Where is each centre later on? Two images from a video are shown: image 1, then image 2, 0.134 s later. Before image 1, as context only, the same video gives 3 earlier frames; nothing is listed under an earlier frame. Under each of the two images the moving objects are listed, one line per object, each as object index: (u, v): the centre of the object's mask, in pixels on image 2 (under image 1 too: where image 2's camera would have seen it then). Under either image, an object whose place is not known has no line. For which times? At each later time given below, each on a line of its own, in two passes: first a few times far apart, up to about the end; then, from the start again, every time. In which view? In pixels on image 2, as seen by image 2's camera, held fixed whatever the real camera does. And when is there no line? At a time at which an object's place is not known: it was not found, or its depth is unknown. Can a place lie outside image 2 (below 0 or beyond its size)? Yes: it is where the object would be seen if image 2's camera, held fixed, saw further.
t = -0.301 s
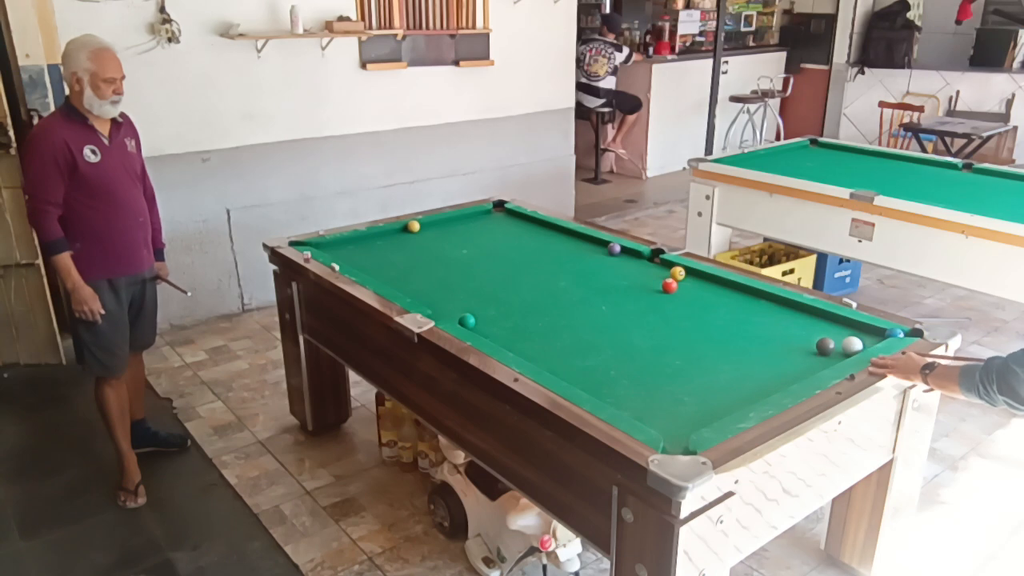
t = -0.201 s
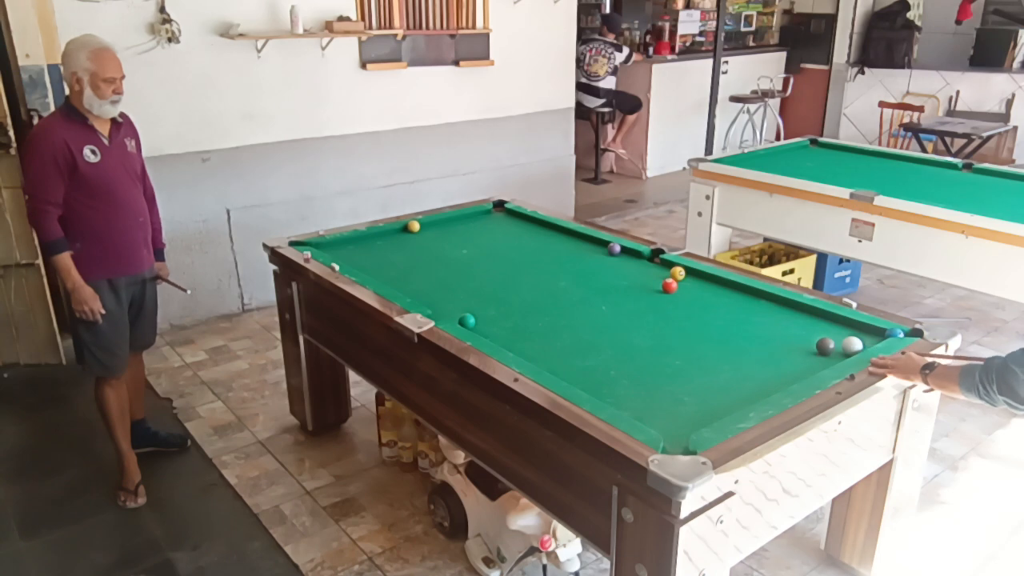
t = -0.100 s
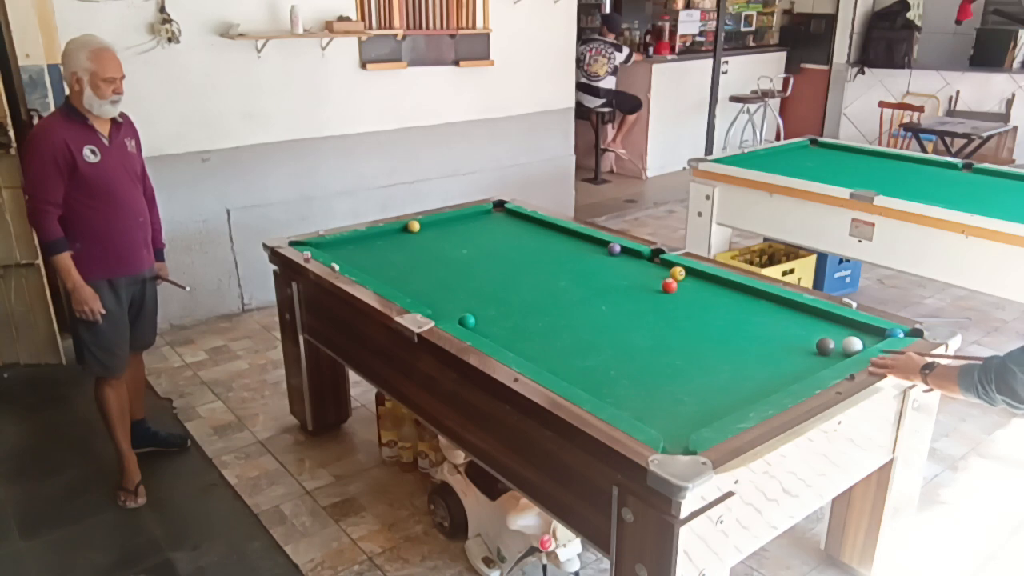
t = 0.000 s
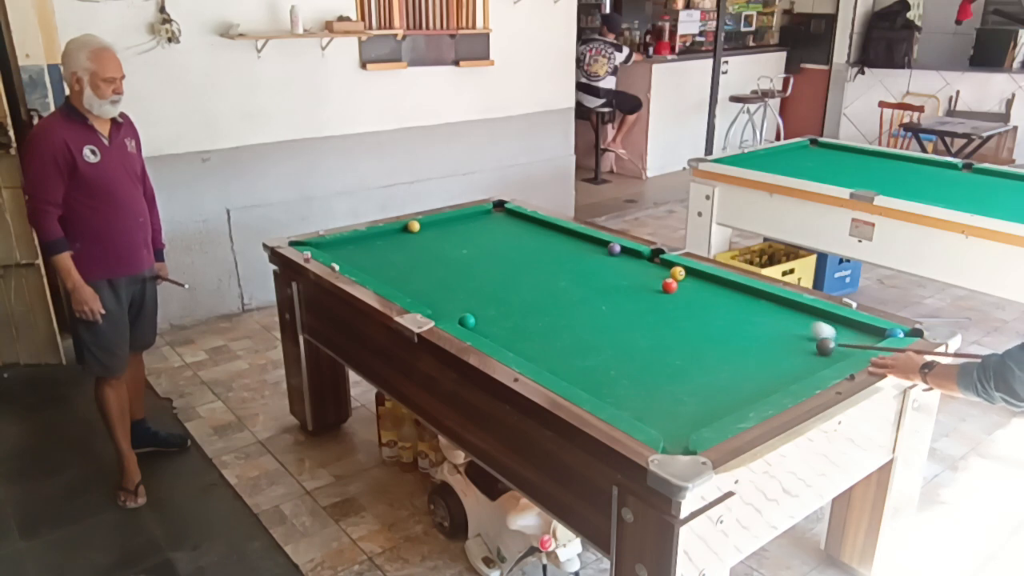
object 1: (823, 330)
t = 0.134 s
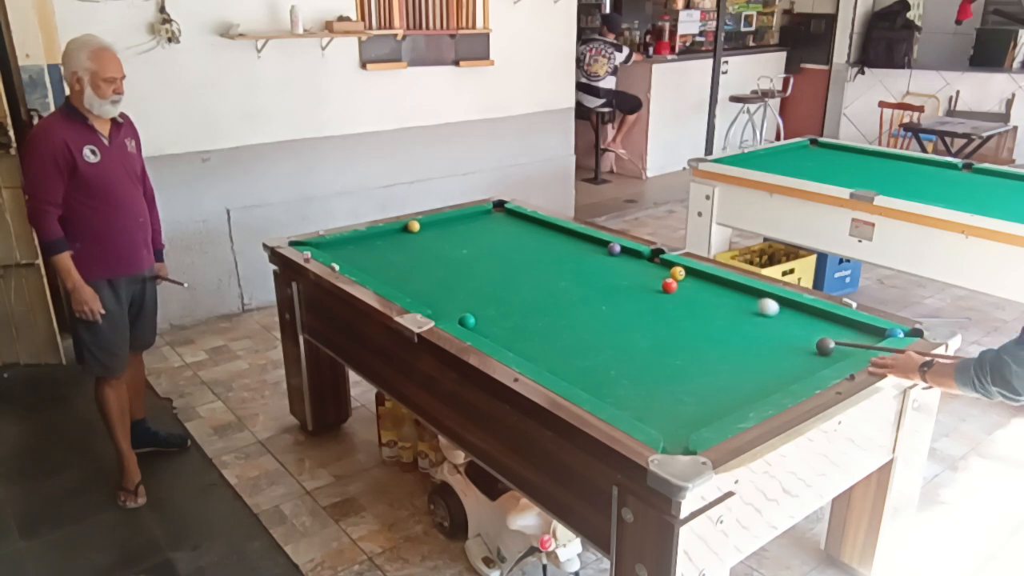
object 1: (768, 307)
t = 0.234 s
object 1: (736, 293)
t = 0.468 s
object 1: (675, 269)
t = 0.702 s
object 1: (622, 260)
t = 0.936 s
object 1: (574, 251)
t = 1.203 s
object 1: (524, 241)
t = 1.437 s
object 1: (485, 234)
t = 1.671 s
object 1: (449, 227)
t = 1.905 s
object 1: (427, 226)
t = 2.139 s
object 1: (429, 235)
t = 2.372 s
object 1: (431, 245)
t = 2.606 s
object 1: (432, 254)
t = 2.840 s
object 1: (433, 264)
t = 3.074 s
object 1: (434, 273)
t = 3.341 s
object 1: (435, 285)
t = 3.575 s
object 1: (435, 295)
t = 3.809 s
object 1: (436, 305)
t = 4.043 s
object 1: (445, 310)
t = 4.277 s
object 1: (460, 312)
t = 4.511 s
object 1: (476, 313)
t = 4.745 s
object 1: (486, 314)
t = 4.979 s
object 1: (497, 314)
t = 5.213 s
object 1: (505, 314)
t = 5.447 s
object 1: (512, 314)
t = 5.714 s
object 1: (518, 314)
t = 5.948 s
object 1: (522, 314)
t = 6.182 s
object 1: (523, 313)
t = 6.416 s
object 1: (523, 313)
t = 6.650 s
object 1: (523, 313)
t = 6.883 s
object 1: (523, 313)
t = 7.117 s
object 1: (523, 313)
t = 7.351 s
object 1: (523, 313)
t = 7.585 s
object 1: (523, 313)
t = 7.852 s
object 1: (523, 313)
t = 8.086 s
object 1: (523, 313)
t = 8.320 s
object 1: (523, 313)
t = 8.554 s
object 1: (523, 313)
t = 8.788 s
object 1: (523, 313)
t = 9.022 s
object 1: (523, 313)
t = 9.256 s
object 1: (523, 313)
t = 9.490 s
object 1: (523, 313)
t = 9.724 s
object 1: (523, 313)
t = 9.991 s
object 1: (523, 313)
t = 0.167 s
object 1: (757, 302)
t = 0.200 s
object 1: (747, 297)
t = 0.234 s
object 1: (736, 293)
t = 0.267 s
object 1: (726, 288)
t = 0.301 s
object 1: (717, 284)
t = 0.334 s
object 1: (707, 280)
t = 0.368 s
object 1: (699, 276)
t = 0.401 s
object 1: (691, 272)
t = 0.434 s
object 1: (683, 270)
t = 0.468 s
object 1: (675, 269)
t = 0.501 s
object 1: (668, 267)
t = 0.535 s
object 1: (660, 265)
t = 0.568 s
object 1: (652, 264)
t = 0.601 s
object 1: (644, 262)
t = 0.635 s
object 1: (636, 262)
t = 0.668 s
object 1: (629, 260)
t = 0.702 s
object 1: (622, 260)
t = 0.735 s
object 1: (614, 258)
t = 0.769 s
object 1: (607, 257)
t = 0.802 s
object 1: (600, 255)
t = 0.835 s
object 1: (593, 254)
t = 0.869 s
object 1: (587, 253)
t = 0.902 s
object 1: (580, 252)
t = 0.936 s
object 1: (574, 251)
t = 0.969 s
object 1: (567, 249)
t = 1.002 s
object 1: (561, 248)
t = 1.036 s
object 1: (554, 247)
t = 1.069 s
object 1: (548, 246)
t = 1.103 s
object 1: (542, 245)
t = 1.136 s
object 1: (536, 244)
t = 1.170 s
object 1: (530, 243)
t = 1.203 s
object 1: (524, 241)
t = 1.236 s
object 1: (519, 241)
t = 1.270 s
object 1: (513, 239)
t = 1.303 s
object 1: (507, 238)
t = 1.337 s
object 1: (501, 237)
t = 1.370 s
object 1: (496, 236)
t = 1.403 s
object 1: (490, 235)
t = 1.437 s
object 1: (485, 234)
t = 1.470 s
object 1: (480, 233)
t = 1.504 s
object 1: (474, 232)
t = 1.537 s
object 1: (469, 231)
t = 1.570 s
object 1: (464, 230)
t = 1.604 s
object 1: (459, 229)
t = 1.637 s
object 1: (454, 228)
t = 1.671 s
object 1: (449, 227)
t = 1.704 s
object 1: (444, 226)
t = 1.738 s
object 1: (439, 225)
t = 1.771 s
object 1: (434, 224)
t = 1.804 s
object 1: (429, 224)
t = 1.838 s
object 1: (426, 223)
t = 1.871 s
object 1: (427, 225)
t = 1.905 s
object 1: (427, 226)
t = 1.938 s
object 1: (428, 228)
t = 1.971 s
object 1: (428, 229)
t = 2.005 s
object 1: (428, 230)
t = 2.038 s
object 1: (428, 232)
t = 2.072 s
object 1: (429, 233)
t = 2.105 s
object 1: (429, 234)
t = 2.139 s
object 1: (429, 235)
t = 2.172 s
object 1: (429, 237)
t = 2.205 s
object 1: (430, 238)
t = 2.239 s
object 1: (430, 239)
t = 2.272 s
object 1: (430, 241)
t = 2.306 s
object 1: (430, 242)
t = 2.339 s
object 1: (430, 243)
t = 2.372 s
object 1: (431, 245)
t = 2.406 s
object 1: (431, 246)
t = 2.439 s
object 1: (431, 247)
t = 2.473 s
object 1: (431, 248)
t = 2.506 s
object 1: (431, 250)
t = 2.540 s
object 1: (432, 251)
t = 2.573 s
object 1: (432, 253)
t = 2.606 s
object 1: (432, 254)
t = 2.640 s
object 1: (432, 255)
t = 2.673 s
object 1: (432, 257)
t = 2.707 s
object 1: (433, 258)
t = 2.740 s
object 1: (433, 259)
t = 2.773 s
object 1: (433, 261)
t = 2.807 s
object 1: (433, 262)
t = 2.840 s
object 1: (433, 264)
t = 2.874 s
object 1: (433, 265)
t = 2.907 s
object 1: (433, 266)
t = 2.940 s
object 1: (434, 268)
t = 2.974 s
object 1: (434, 269)
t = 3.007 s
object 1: (434, 270)
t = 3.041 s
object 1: (434, 272)
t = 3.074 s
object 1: (434, 273)
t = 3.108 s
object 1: (434, 275)
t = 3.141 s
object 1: (434, 276)
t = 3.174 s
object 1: (434, 278)
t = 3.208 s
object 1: (434, 279)
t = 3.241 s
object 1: (435, 280)
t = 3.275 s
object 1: (435, 282)
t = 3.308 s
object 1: (435, 283)
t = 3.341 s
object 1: (435, 285)
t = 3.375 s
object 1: (435, 286)
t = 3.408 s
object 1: (435, 287)
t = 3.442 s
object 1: (435, 289)
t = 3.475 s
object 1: (435, 290)
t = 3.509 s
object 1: (435, 292)
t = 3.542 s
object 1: (435, 293)
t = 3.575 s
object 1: (435, 295)
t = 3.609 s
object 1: (435, 296)
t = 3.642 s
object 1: (435, 298)
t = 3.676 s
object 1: (435, 299)
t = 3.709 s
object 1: (435, 301)
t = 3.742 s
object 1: (435, 302)
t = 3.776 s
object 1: (435, 303)
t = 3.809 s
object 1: (436, 305)
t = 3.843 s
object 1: (436, 306)
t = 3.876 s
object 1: (436, 307)
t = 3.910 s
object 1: (436, 309)
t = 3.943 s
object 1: (438, 309)
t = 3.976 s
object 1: (440, 310)
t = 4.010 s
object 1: (443, 310)
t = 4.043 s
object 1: (445, 310)
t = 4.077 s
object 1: (448, 311)
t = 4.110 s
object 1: (450, 311)
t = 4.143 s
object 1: (452, 312)
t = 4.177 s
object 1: (454, 312)
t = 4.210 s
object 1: (456, 312)
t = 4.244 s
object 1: (457, 312)
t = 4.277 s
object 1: (460, 312)
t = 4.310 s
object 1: (462, 311)
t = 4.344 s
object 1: (464, 312)
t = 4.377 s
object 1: (467, 312)
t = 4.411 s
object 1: (470, 312)
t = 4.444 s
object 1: (472, 312)
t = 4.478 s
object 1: (474, 313)
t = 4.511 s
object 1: (476, 313)
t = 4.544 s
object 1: (477, 314)
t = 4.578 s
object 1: (479, 314)
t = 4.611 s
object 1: (480, 314)
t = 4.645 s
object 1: (482, 314)
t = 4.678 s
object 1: (483, 314)
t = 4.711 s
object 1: (485, 314)
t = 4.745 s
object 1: (486, 314)
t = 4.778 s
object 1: (488, 314)
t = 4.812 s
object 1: (490, 315)
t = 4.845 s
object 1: (491, 315)
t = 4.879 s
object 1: (493, 314)
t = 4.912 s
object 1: (494, 314)
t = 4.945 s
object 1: (495, 314)
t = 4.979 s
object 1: (497, 314)
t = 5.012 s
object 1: (498, 314)
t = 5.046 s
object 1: (499, 314)
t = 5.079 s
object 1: (500, 314)
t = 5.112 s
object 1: (502, 314)
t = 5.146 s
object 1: (503, 314)
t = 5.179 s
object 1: (504, 314)
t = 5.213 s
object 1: (505, 314)
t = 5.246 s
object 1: (506, 314)
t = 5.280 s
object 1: (508, 314)
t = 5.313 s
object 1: (508, 315)
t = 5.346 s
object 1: (509, 315)
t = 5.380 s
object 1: (510, 314)
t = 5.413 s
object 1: (511, 314)
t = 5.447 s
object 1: (512, 314)
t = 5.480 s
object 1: (513, 314)
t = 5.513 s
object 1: (514, 314)
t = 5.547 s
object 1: (515, 314)
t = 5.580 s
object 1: (516, 314)
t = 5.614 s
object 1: (516, 314)
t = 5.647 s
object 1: (517, 314)
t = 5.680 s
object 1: (518, 314)
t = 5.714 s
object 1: (518, 314)
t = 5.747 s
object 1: (519, 314)
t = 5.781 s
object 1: (520, 314)
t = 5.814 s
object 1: (520, 314)
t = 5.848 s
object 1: (520, 314)
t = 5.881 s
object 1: (521, 314)
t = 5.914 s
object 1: (521, 314)
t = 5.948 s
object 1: (522, 314)
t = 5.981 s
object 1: (522, 314)
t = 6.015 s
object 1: (522, 314)
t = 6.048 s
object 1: (522, 314)
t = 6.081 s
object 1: (523, 314)
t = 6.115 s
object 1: (523, 314)
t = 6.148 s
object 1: (523, 314)
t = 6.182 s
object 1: (523, 313)
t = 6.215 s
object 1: (523, 314)
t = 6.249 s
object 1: (523, 314)
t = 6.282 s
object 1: (523, 313)
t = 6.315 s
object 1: (523, 313)
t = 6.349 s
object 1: (523, 313)
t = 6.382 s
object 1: (523, 313)
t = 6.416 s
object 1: (523, 313)
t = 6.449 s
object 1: (523, 313)
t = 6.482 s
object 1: (523, 313)
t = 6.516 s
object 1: (523, 313)
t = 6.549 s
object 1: (523, 313)
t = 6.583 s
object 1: (523, 313)
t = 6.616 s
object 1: (523, 313)
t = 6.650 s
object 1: (523, 313)
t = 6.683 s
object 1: (523, 313)
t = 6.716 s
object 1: (523, 313)
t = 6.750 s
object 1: (523, 313)
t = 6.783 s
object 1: (523, 313)
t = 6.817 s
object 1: (523, 313)
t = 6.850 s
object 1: (523, 313)
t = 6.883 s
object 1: (523, 313)
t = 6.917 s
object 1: (523, 313)
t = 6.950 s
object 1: (523, 313)
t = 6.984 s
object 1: (523, 313)
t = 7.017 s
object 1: (523, 313)
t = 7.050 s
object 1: (523, 313)
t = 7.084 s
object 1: (523, 313)
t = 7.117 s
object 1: (523, 313)
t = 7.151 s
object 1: (523, 313)
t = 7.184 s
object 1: (523, 313)
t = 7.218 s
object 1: (523, 313)
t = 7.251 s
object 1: (523, 313)
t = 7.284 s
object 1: (523, 313)
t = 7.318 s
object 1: (523, 313)
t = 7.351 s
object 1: (523, 313)
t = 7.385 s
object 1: (523, 314)
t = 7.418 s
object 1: (523, 313)
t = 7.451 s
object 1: (523, 313)
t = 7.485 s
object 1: (523, 313)
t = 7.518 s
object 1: (523, 313)
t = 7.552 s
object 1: (523, 313)
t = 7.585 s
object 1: (523, 313)
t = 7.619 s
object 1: (523, 313)
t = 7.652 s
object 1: (523, 313)
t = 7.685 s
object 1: (523, 313)
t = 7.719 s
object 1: (523, 314)
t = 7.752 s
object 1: (523, 314)
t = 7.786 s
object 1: (523, 313)
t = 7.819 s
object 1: (523, 313)
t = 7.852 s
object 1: (523, 313)
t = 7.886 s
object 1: (523, 313)
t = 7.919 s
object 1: (523, 313)
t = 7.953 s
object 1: (523, 313)
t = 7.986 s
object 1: (523, 314)
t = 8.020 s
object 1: (523, 314)
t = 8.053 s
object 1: (523, 313)
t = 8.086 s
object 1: (523, 313)
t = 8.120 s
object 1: (523, 313)
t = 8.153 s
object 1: (523, 313)
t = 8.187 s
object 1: (523, 313)
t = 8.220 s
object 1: (523, 313)
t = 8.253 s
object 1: (523, 313)
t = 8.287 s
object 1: (523, 313)
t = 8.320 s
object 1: (523, 313)
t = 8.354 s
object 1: (523, 313)
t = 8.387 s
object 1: (523, 313)
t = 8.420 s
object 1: (523, 313)
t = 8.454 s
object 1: (523, 313)
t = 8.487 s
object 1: (523, 313)
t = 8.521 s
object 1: (523, 313)
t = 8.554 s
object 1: (523, 313)
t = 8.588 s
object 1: (523, 314)
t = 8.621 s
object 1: (523, 313)
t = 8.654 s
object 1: (523, 313)
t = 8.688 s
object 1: (523, 313)
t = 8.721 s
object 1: (523, 313)
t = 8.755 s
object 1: (523, 313)
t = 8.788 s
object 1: (523, 313)
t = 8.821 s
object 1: (523, 313)
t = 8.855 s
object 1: (523, 313)
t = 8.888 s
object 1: (523, 313)
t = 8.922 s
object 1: (523, 313)
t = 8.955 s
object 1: (523, 313)
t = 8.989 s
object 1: (523, 313)
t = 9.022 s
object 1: (523, 313)
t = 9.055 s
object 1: (523, 313)
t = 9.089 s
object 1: (523, 313)
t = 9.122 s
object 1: (523, 313)
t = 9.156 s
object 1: (523, 313)
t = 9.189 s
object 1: (523, 313)
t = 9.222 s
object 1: (523, 313)
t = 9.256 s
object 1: (523, 313)
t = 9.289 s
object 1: (523, 313)
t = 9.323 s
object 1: (523, 313)
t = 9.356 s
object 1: (523, 313)
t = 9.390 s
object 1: (523, 313)
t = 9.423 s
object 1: (523, 313)
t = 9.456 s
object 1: (523, 313)
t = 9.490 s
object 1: (523, 313)
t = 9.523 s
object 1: (523, 313)
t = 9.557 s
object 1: (523, 313)
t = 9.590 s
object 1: (523, 313)
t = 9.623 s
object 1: (523, 313)
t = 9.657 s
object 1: (523, 313)
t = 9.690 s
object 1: (523, 313)
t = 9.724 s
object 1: (523, 313)
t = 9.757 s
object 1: (523, 313)
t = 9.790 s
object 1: (523, 313)
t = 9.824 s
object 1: (523, 313)
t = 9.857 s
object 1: (523, 313)
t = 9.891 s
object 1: (523, 313)
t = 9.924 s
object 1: (523, 313)
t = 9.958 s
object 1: (523, 313)
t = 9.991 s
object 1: (523, 313)
